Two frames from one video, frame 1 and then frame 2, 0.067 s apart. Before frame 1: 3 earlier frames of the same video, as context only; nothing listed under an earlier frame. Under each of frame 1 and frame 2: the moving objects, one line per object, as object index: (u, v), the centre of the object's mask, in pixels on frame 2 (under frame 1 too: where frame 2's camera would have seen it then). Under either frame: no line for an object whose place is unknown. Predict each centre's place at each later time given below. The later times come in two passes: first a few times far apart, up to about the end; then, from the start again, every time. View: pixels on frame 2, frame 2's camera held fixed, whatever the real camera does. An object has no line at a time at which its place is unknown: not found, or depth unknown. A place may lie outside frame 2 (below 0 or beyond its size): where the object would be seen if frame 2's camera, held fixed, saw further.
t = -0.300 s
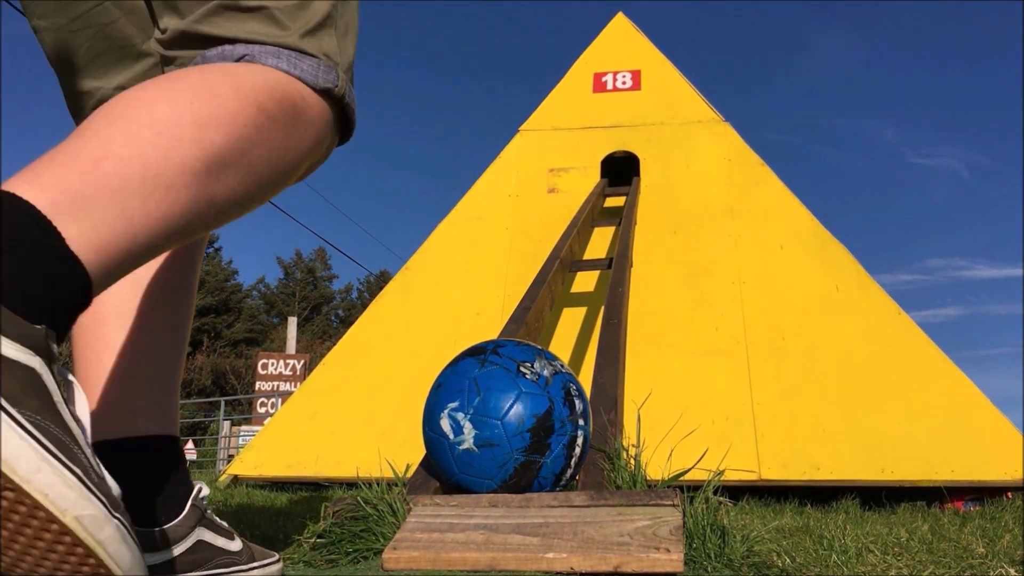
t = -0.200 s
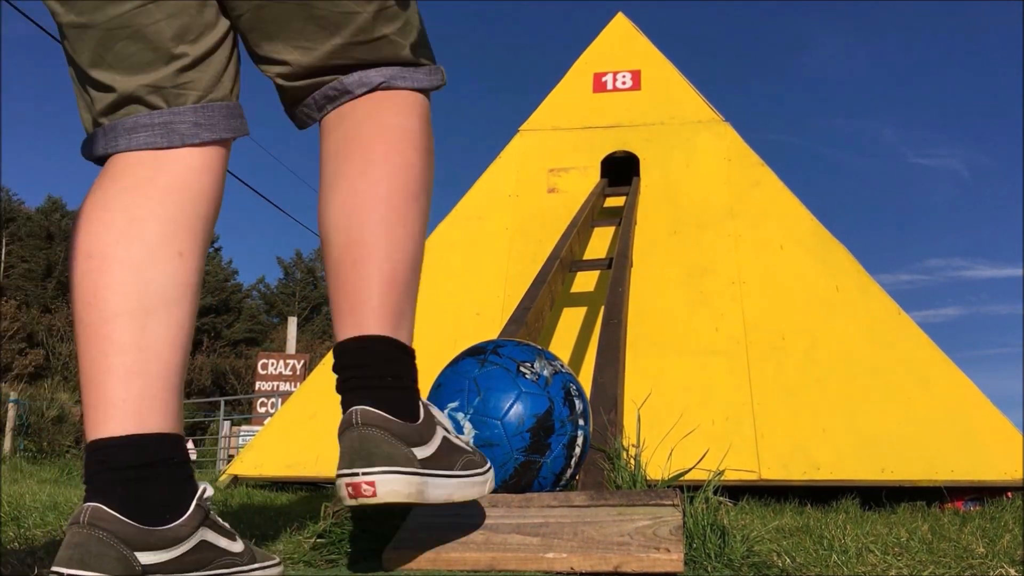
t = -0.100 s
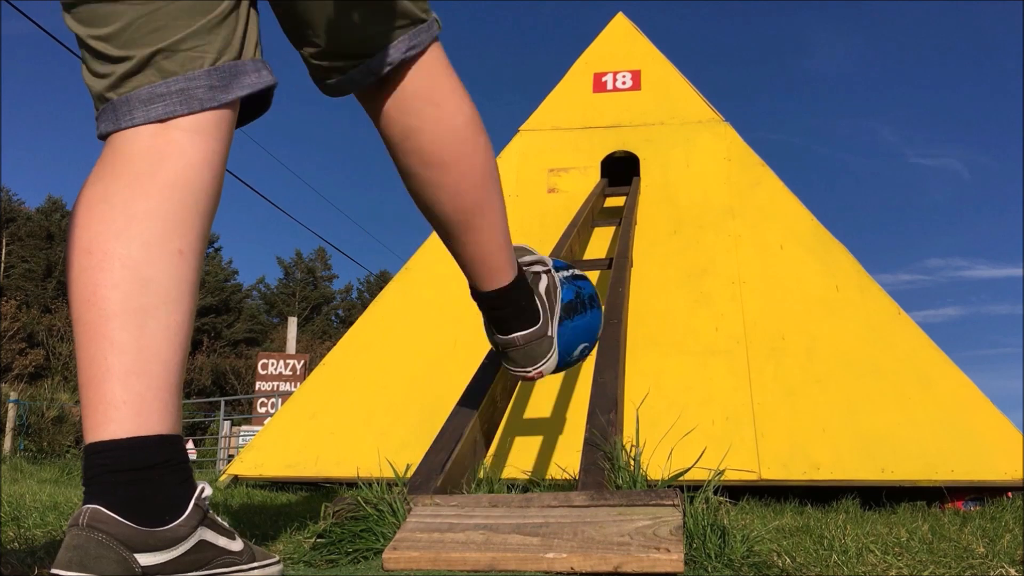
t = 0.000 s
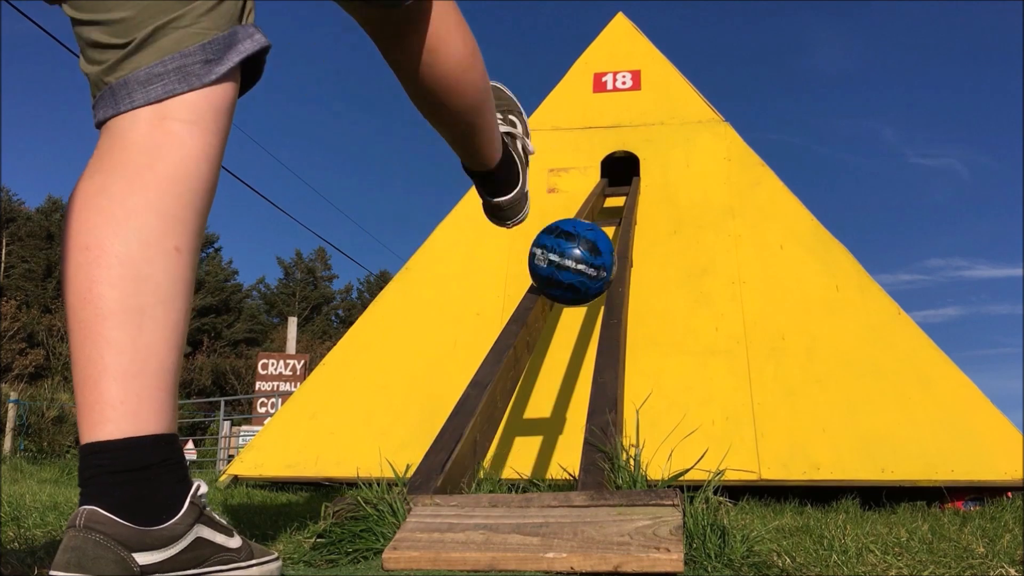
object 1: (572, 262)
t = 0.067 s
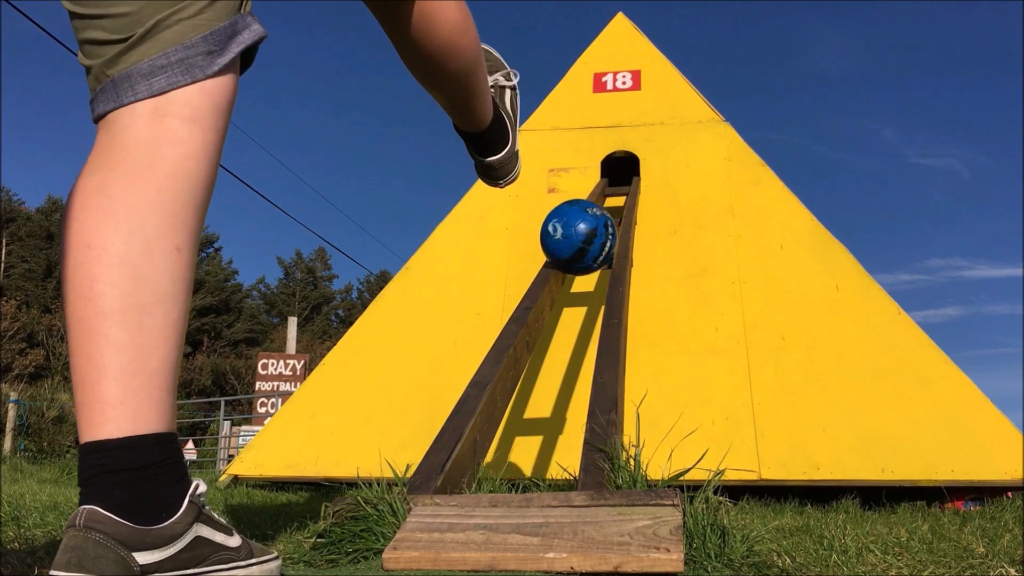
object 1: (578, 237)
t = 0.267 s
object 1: (596, 203)
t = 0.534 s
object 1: (608, 181)
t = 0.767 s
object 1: (615, 173)
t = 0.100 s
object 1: (581, 229)
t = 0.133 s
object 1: (586, 221)
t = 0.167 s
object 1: (591, 218)
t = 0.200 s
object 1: (594, 212)
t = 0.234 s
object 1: (595, 206)
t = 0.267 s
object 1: (596, 203)
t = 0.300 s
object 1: (599, 198)
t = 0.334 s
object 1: (602, 196)
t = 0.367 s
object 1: (604, 192)
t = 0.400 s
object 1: (604, 191)
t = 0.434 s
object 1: (605, 189)
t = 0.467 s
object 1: (607, 187)
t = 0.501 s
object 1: (608, 184)
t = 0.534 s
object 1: (608, 181)
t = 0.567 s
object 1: (609, 180)
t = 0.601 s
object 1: (610, 179)
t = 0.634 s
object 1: (612, 177)
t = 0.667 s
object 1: (613, 176)
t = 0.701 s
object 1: (613, 174)
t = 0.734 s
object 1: (614, 174)
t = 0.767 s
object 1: (615, 173)
